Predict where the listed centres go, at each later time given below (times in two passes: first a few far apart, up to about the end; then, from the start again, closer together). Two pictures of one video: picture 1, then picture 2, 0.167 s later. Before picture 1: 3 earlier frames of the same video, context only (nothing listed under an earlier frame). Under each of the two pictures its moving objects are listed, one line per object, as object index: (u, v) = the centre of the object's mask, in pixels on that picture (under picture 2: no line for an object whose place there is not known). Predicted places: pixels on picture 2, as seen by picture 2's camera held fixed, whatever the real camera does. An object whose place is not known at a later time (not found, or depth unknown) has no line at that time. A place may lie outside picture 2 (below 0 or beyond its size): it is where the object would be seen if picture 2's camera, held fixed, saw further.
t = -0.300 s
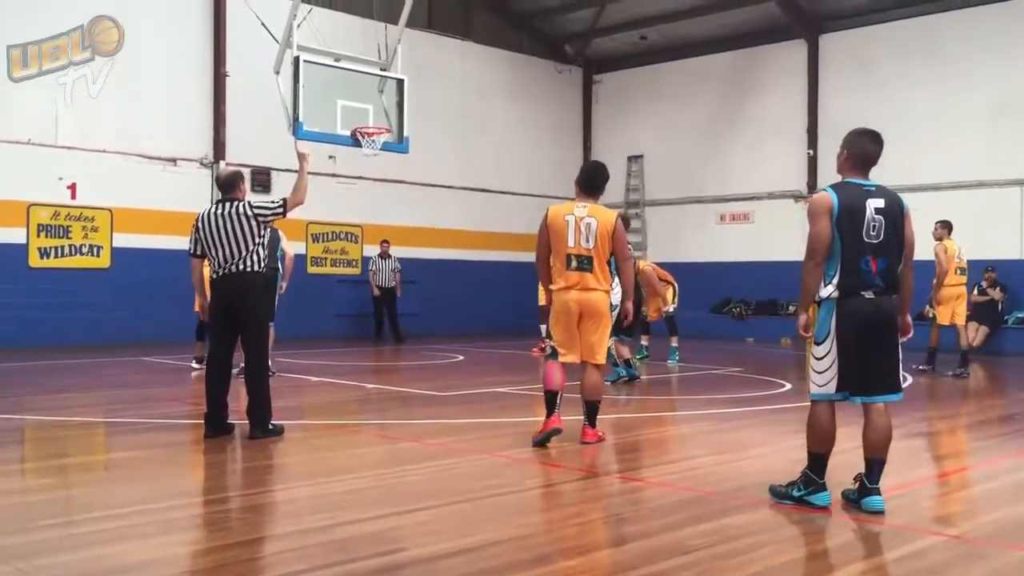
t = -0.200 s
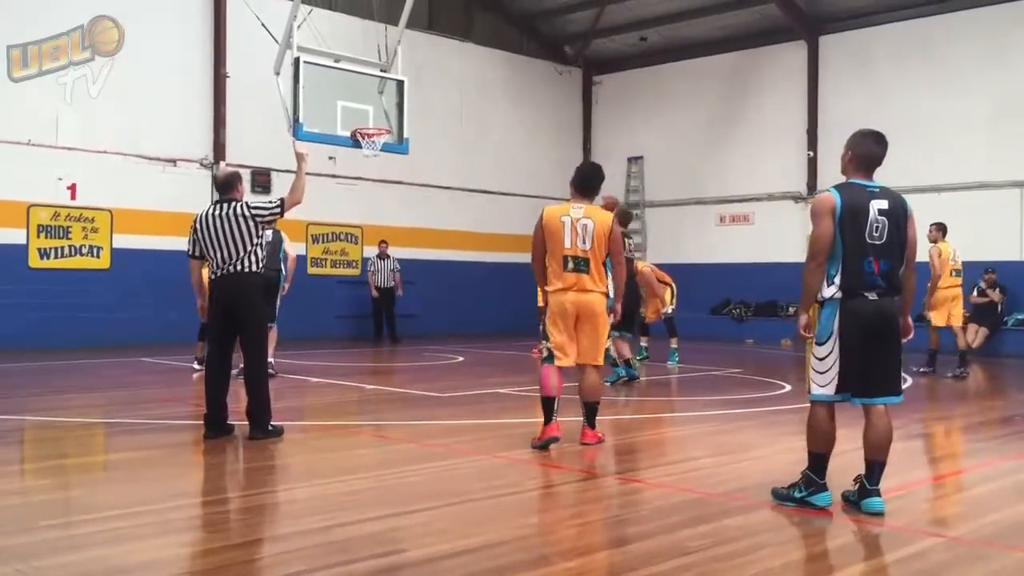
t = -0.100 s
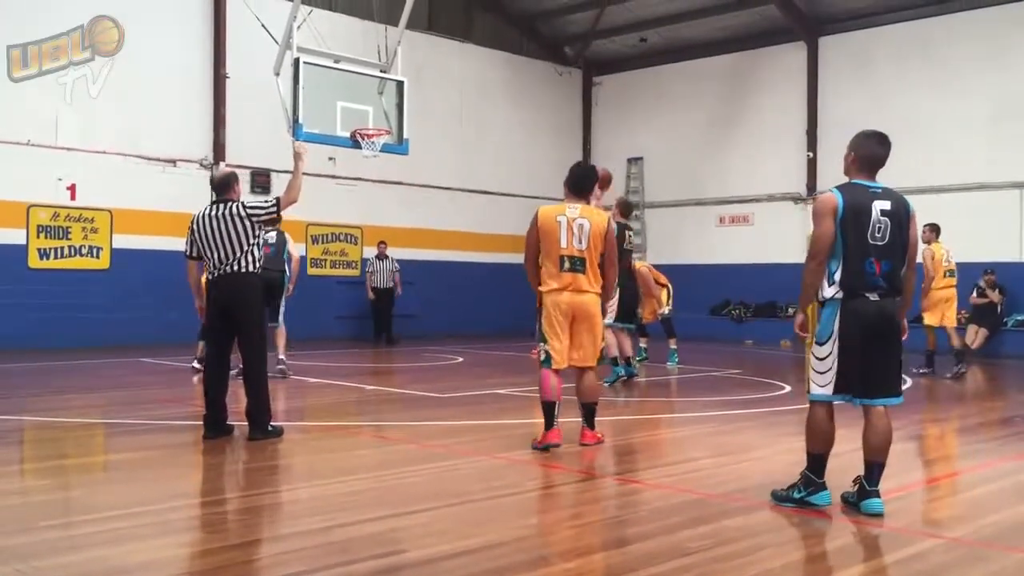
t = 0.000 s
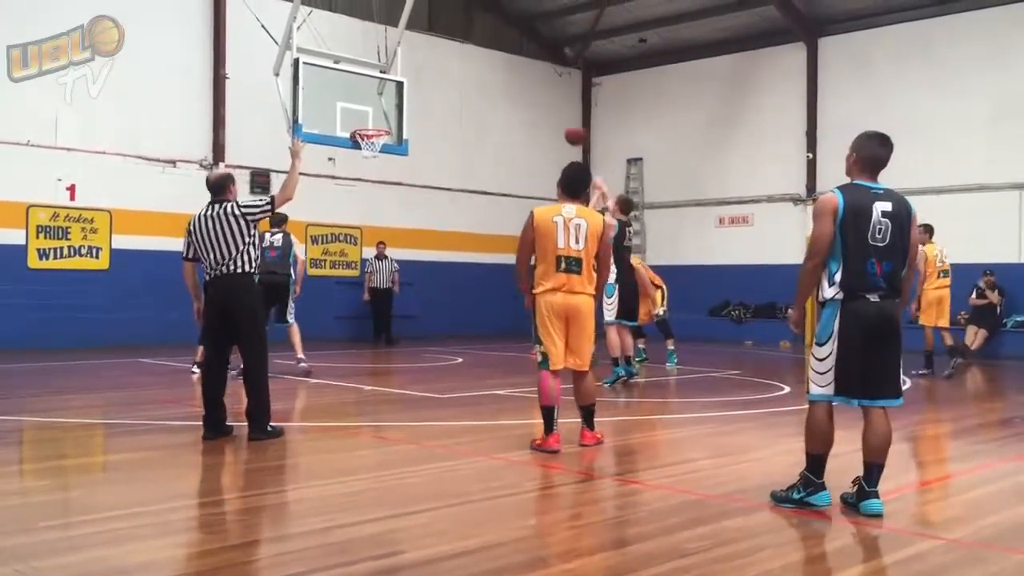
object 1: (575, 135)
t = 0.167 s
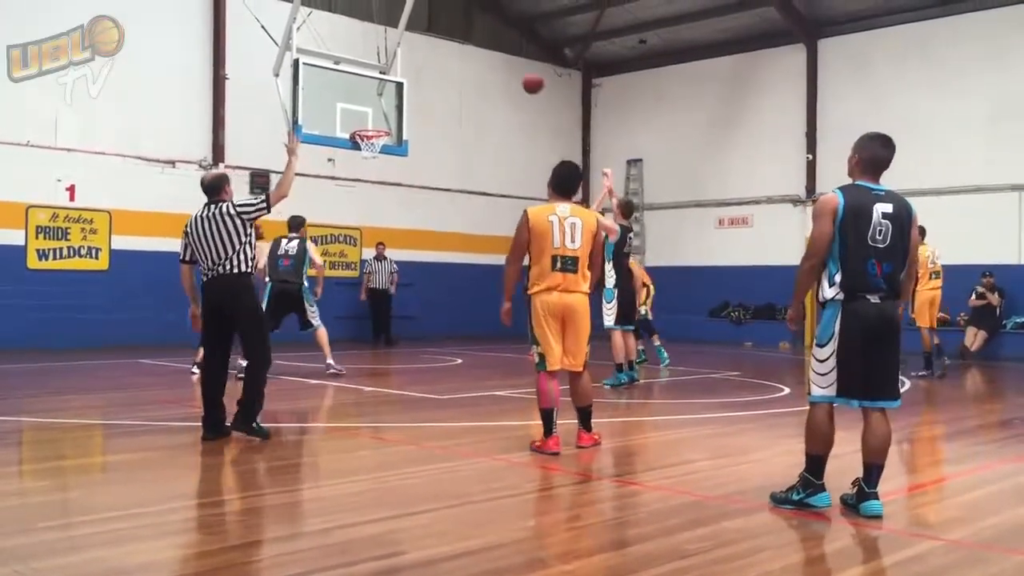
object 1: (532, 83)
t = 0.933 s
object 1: (375, 135)
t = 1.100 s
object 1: (361, 162)
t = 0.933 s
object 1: (375, 135)
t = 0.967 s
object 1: (367, 137)
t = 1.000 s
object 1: (364, 148)
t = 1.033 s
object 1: (363, 148)
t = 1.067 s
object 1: (362, 154)
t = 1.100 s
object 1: (361, 162)
